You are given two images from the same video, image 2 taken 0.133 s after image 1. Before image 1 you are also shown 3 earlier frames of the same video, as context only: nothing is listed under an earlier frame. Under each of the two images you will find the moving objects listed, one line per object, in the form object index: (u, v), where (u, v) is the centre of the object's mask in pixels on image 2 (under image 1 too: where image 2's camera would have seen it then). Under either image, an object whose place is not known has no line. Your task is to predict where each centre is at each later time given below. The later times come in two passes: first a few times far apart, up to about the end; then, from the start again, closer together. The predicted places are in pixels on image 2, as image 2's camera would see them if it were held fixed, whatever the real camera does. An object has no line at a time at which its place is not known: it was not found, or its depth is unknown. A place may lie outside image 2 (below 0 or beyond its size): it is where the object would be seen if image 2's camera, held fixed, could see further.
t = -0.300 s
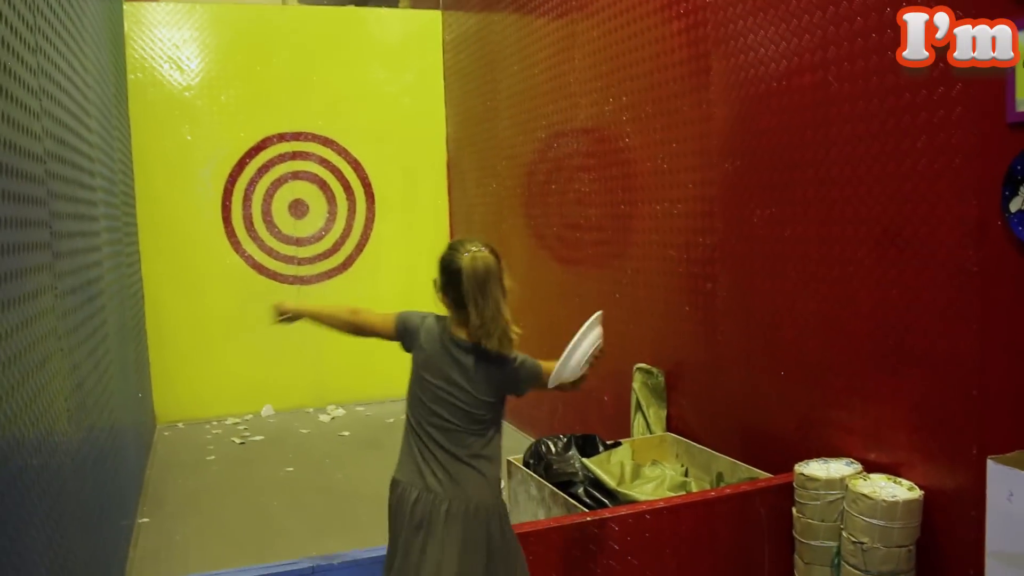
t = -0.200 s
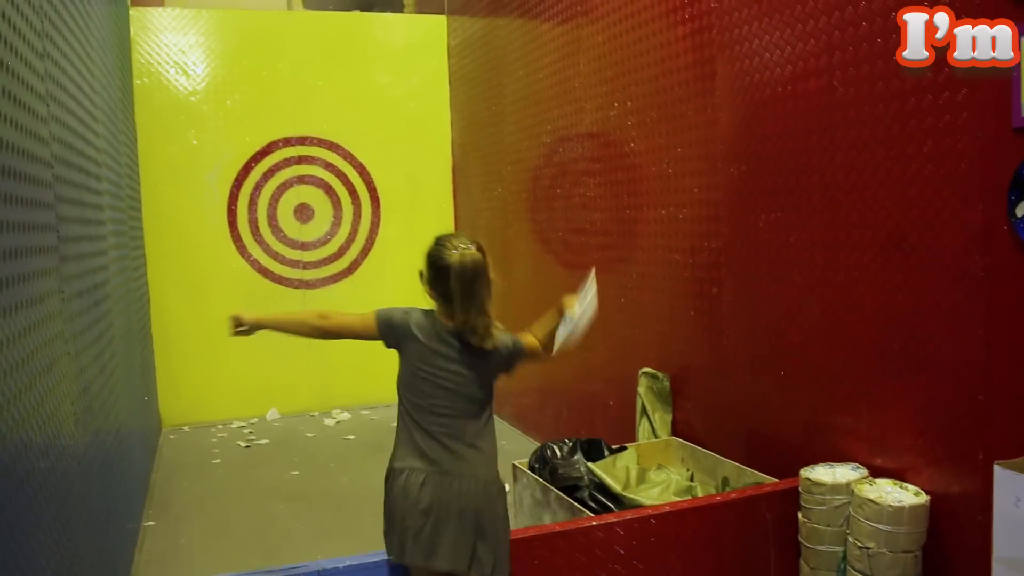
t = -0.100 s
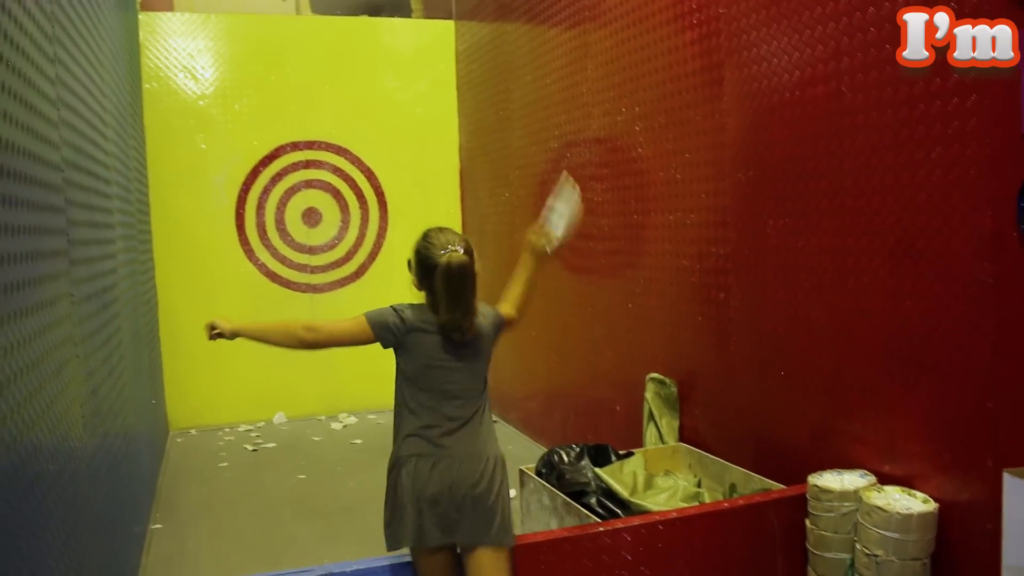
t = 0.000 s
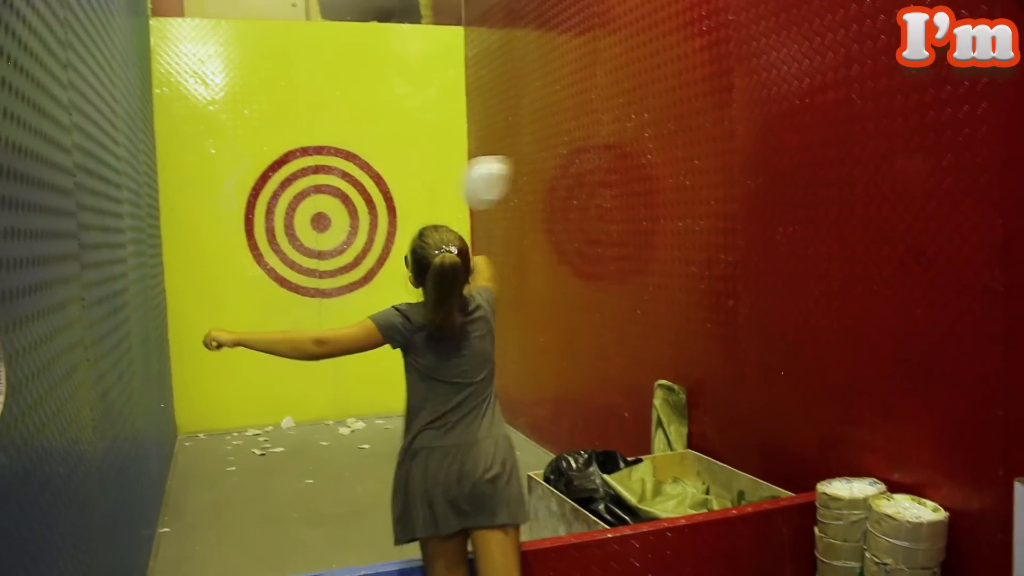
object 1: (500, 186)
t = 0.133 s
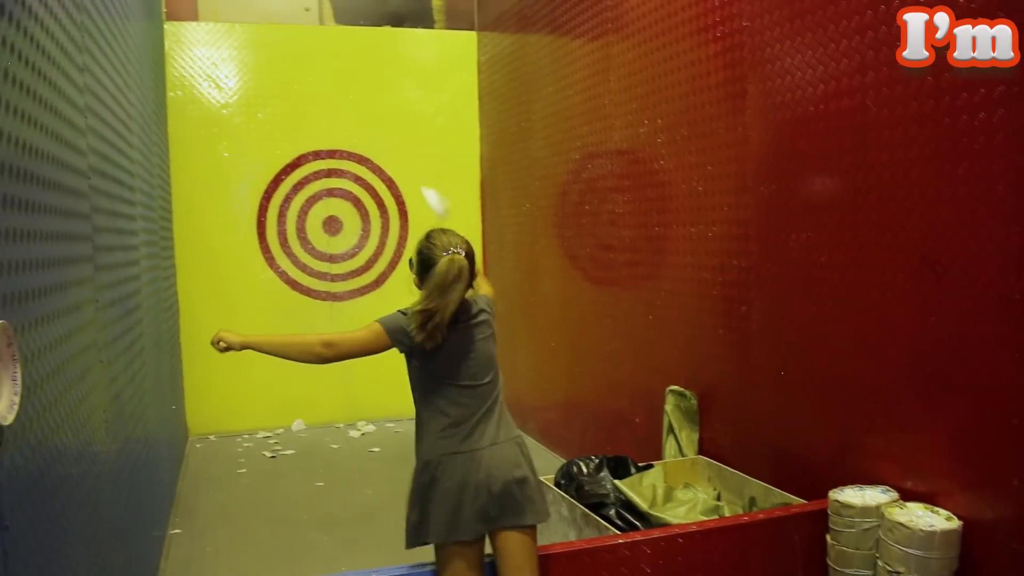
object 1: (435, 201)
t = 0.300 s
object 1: (393, 254)
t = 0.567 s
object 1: (380, 386)
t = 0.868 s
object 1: (416, 413)
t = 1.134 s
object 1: (434, 427)
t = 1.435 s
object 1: (421, 443)
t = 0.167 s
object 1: (425, 208)
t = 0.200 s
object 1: (415, 218)
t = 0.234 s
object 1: (406, 229)
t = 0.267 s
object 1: (399, 240)
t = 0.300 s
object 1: (393, 254)
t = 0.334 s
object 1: (390, 268)
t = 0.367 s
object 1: (387, 285)
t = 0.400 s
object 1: (384, 298)
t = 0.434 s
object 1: (383, 313)
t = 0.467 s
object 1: (382, 324)
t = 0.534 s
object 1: (379, 369)
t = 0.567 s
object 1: (380, 386)
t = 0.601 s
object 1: (381, 401)
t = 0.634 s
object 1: (386, 408)
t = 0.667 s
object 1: (391, 406)
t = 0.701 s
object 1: (396, 403)
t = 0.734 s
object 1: (401, 405)
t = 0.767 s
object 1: (406, 402)
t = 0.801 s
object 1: (408, 405)
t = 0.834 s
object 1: (410, 406)
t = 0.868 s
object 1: (416, 413)
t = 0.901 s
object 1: (423, 414)
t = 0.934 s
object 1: (429, 425)
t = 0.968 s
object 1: (432, 427)
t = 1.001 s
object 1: (432, 426)
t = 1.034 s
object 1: (433, 425)
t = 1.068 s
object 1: (434, 425)
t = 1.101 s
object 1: (434, 426)
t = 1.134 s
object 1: (434, 427)
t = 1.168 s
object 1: (434, 428)
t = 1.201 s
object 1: (433, 429)
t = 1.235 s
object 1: (432, 430)
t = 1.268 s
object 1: (429, 430)
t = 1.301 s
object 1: (427, 431)
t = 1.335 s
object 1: (426, 433)
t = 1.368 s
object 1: (424, 434)
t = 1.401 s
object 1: (422, 441)
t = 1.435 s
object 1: (421, 443)
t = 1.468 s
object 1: (415, 444)
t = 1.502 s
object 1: (412, 445)
